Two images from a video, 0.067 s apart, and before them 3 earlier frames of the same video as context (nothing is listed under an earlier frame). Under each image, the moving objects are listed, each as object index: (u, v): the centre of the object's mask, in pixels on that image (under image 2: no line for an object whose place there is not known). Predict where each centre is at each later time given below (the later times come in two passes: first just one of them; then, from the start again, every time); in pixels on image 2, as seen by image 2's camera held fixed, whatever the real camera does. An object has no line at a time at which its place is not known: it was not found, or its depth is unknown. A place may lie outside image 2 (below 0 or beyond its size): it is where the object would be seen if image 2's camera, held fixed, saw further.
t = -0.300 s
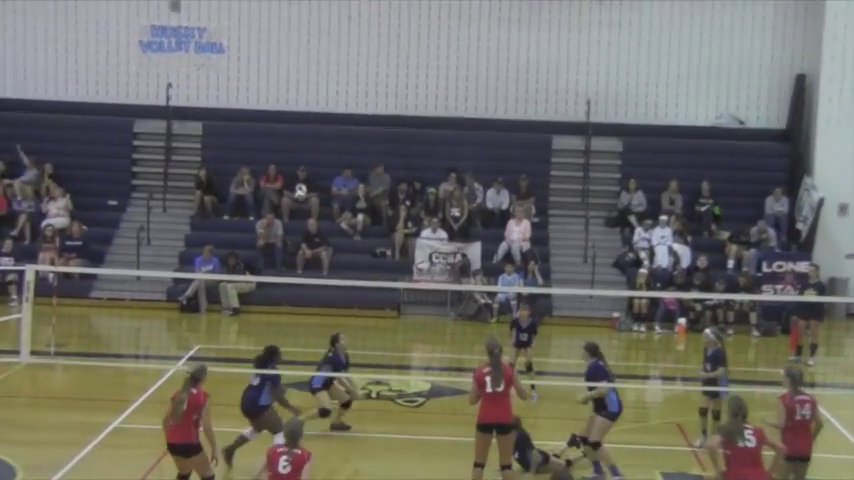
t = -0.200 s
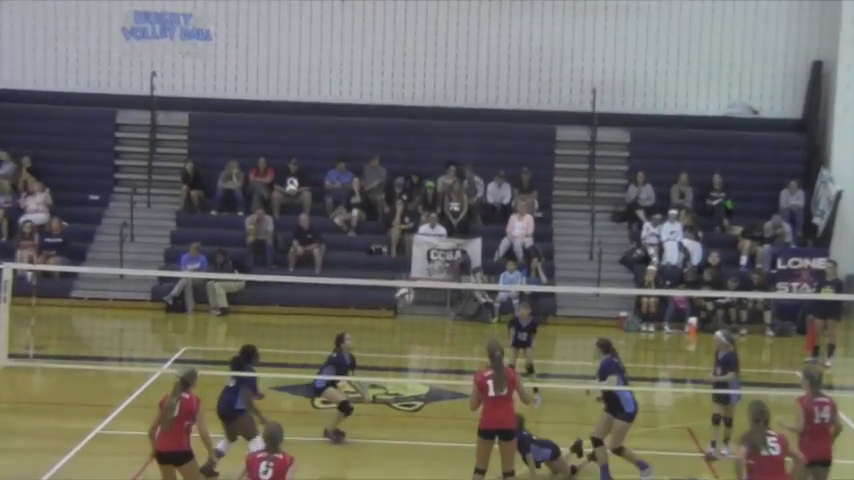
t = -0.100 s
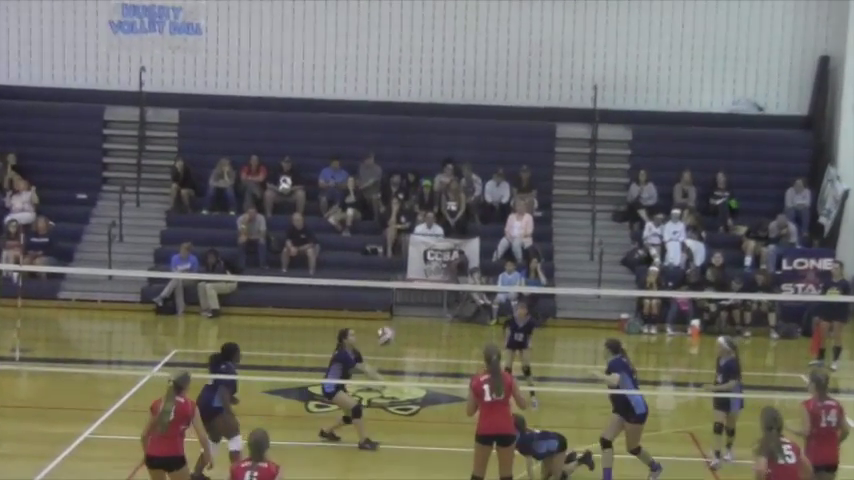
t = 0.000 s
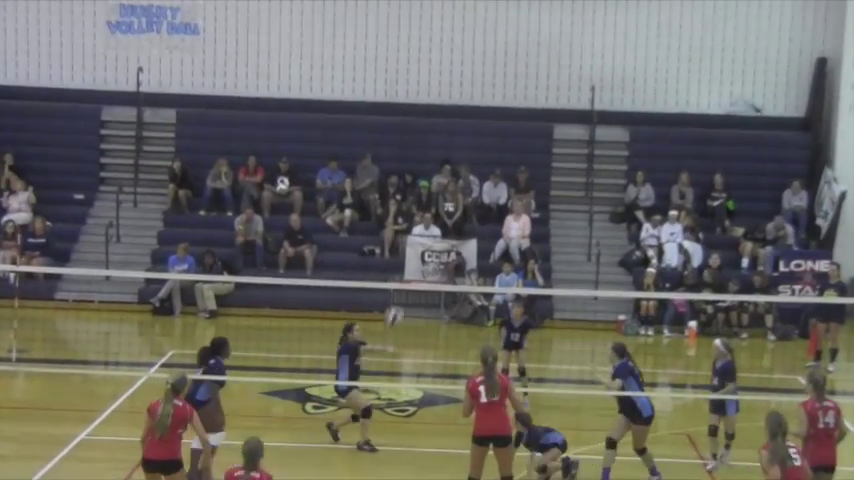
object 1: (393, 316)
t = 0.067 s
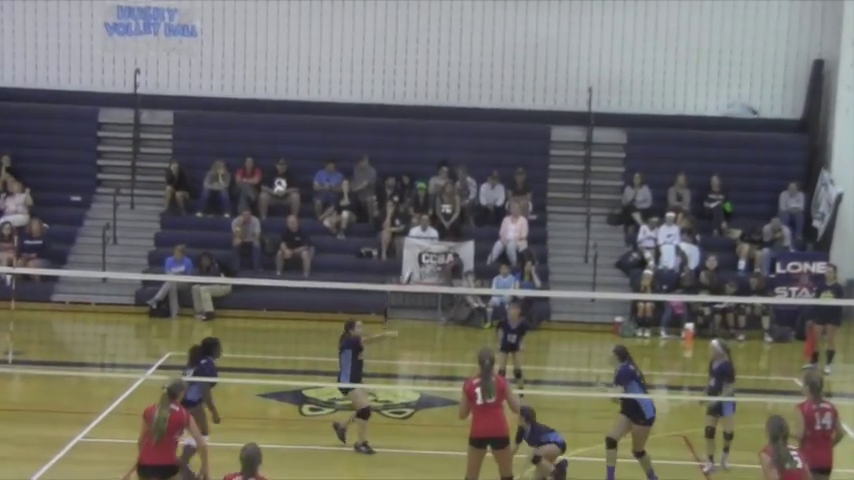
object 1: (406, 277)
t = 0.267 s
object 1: (466, 177)
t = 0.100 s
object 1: (418, 255)
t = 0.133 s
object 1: (426, 239)
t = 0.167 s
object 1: (440, 223)
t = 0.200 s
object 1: (447, 209)
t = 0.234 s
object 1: (457, 189)
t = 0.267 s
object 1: (466, 177)
